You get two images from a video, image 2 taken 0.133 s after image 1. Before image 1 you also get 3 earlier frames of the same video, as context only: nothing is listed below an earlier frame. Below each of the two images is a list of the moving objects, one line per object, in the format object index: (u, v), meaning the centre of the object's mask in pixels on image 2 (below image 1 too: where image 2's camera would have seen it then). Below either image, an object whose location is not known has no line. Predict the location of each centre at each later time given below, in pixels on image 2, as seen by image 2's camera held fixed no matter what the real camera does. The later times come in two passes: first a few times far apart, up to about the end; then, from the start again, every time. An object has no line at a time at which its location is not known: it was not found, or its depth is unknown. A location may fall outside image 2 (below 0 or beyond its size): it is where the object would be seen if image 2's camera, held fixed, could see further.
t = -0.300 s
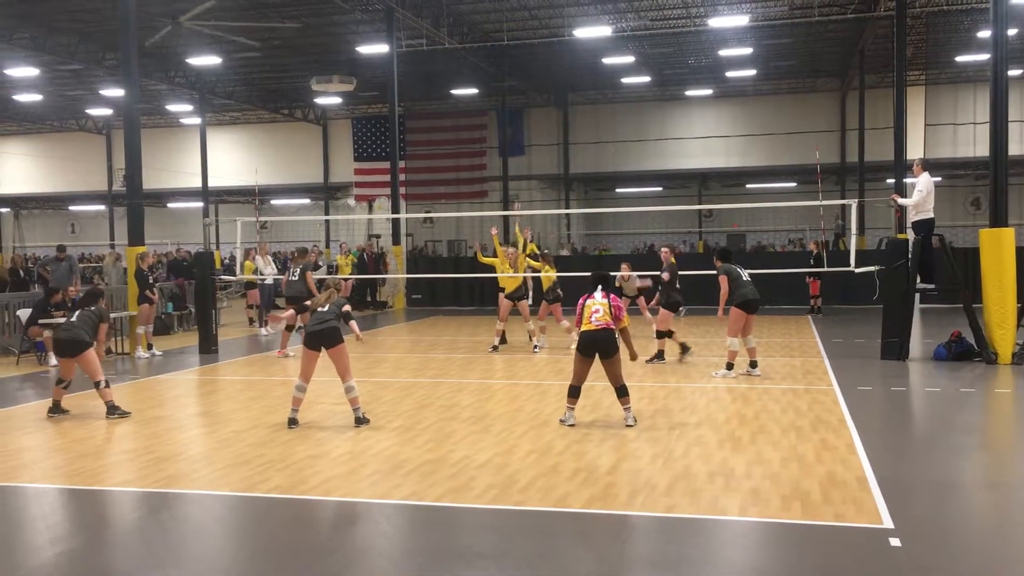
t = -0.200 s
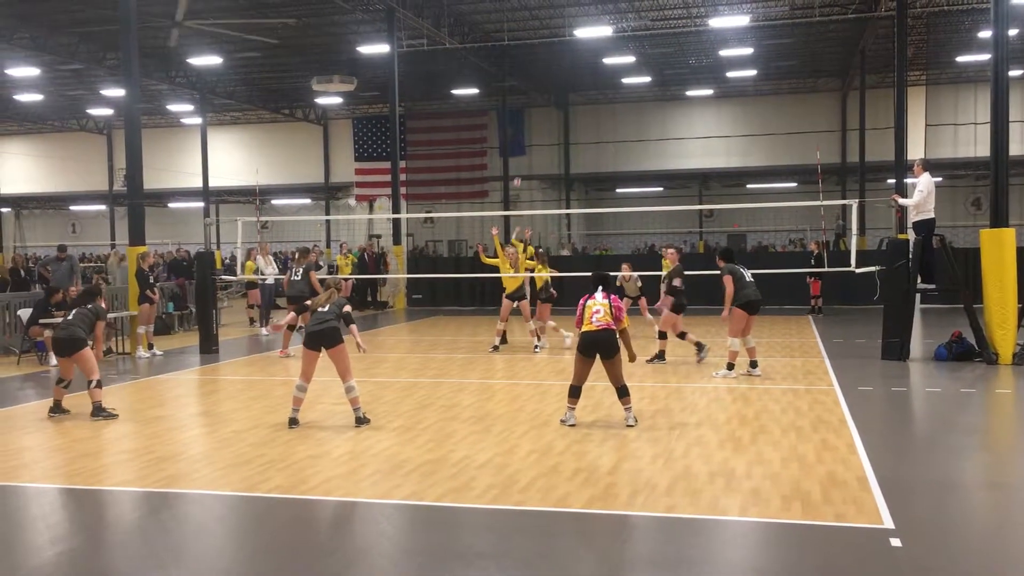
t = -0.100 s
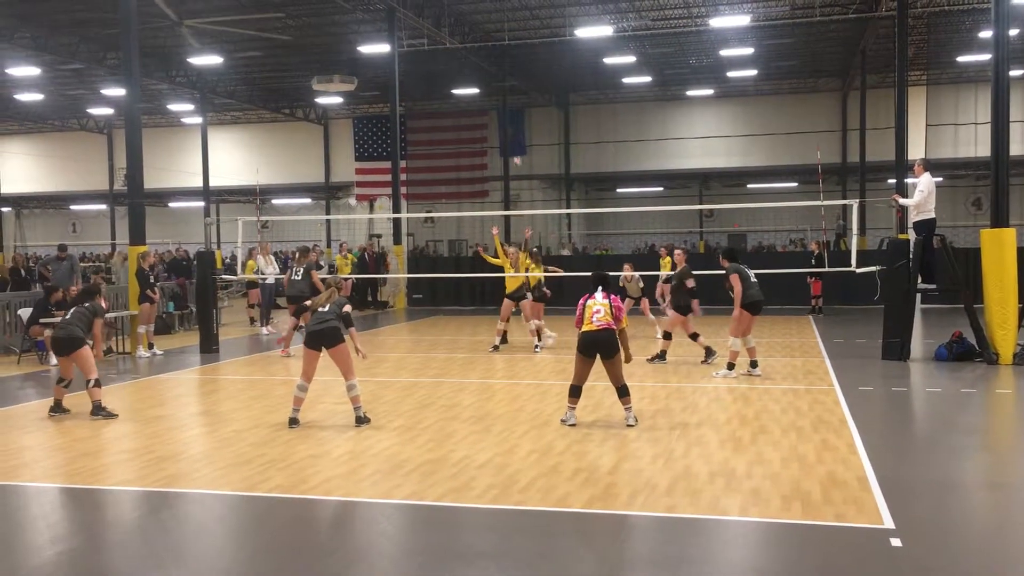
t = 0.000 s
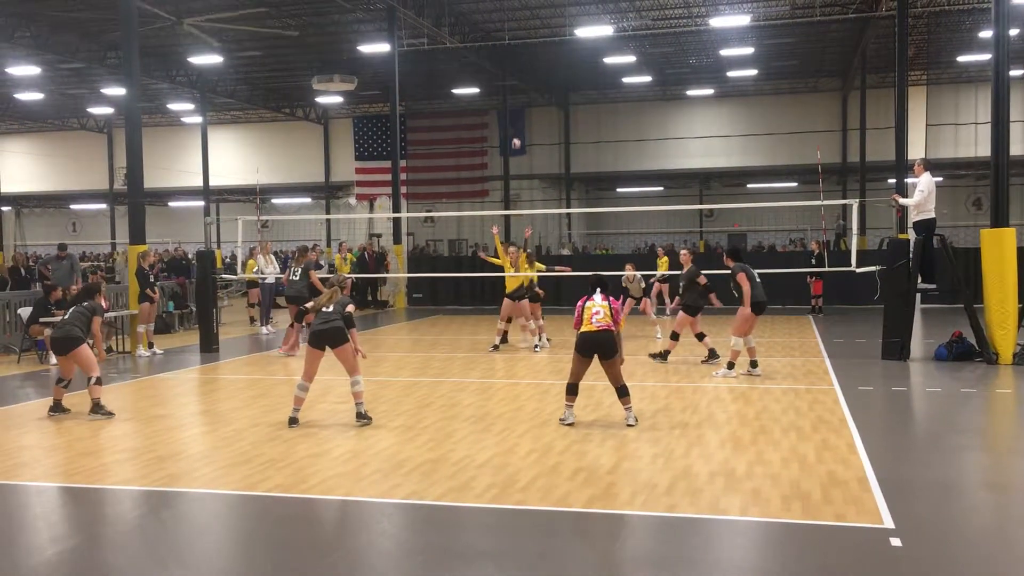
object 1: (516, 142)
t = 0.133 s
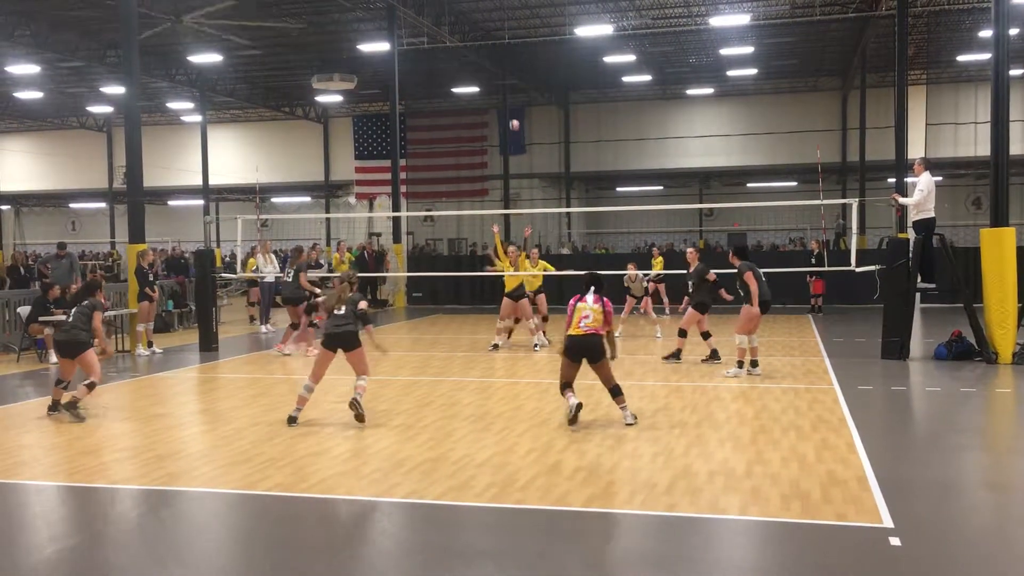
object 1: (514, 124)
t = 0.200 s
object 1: (513, 118)
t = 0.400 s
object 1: (511, 110)
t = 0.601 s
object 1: (511, 121)
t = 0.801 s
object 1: (512, 155)
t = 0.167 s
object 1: (514, 121)
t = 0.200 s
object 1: (513, 118)
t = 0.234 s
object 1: (513, 115)
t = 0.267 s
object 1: (513, 113)
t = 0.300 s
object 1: (512, 112)
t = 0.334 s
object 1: (512, 111)
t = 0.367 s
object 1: (512, 110)
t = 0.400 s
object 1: (511, 110)
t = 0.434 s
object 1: (511, 110)
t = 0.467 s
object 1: (511, 111)
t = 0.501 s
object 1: (511, 113)
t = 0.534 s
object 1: (511, 115)
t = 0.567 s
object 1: (510, 118)
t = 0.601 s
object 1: (511, 121)
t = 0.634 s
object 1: (511, 125)
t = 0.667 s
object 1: (511, 129)
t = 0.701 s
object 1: (511, 135)
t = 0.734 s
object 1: (511, 141)
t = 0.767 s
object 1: (512, 148)
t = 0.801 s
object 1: (512, 155)
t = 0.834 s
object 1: (513, 164)
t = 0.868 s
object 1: (514, 174)
